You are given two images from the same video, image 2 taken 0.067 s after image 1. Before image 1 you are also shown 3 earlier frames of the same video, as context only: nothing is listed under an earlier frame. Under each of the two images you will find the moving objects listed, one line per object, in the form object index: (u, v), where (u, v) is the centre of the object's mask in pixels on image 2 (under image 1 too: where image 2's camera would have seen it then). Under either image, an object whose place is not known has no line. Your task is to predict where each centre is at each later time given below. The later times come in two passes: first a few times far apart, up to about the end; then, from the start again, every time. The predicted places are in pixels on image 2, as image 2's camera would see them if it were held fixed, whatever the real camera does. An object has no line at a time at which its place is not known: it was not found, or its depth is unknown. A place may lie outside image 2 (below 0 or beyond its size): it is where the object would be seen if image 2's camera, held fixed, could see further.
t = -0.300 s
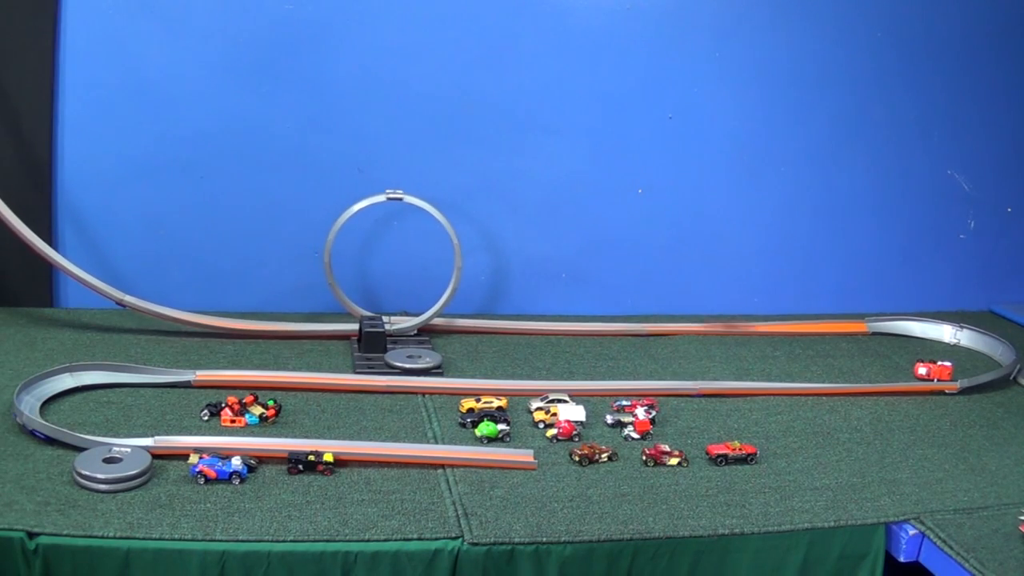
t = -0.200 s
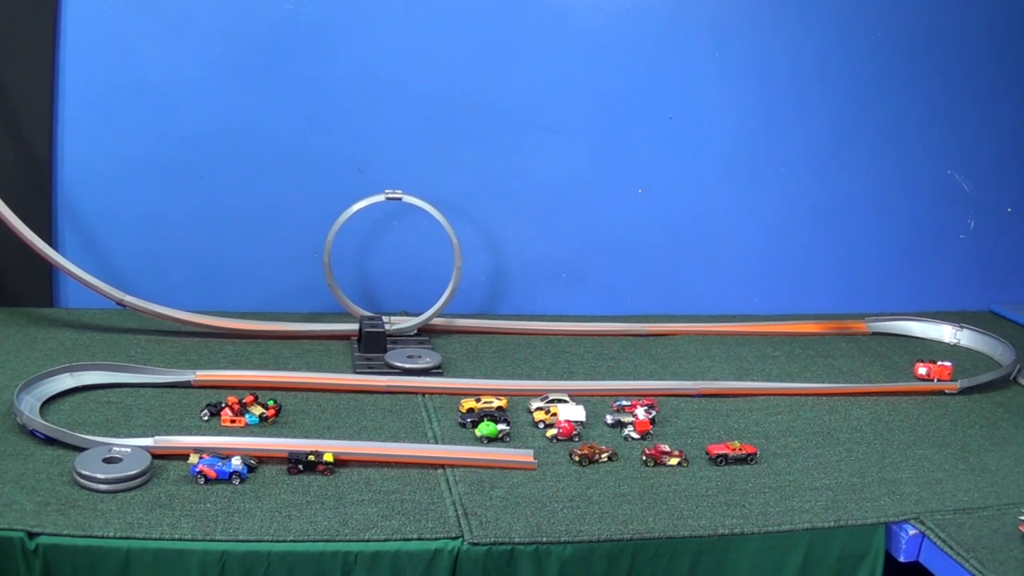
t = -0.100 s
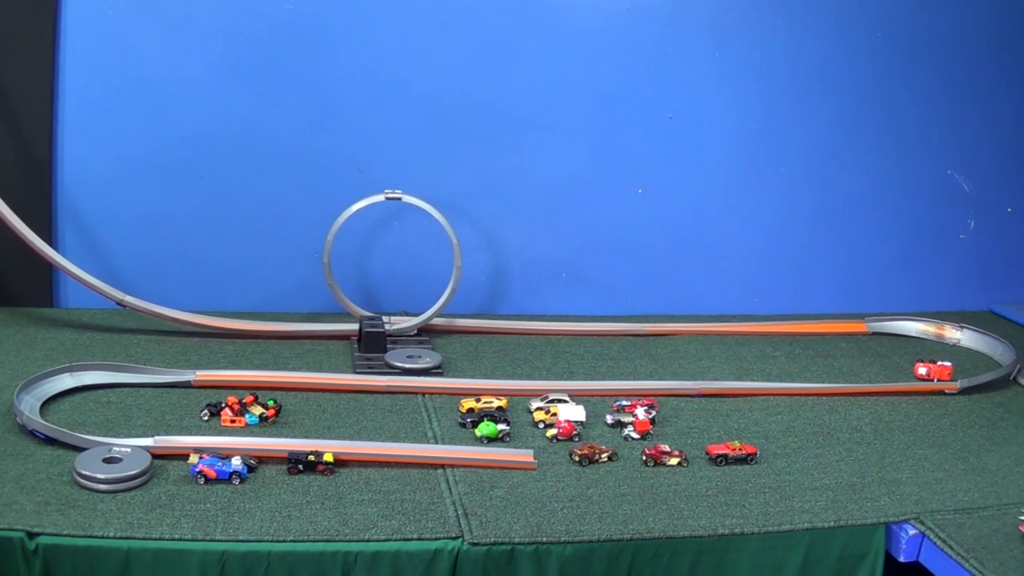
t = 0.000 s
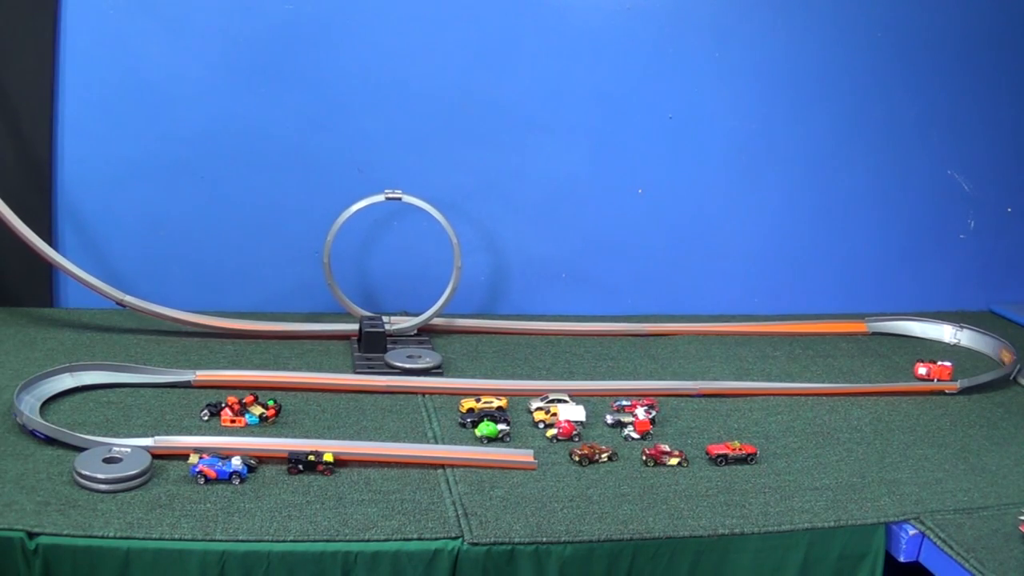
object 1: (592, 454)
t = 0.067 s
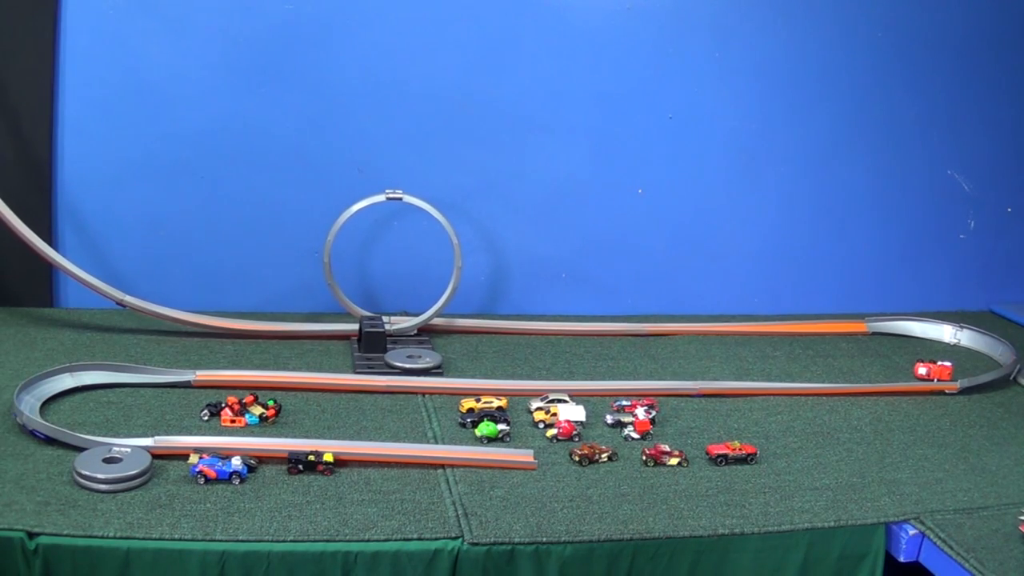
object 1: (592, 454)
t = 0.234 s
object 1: (592, 454)
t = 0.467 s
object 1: (592, 454)
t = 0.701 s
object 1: (592, 454)
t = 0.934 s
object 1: (592, 454)
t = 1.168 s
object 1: (592, 454)
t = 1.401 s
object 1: (592, 454)
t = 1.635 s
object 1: (592, 454)
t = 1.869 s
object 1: (592, 454)
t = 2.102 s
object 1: (592, 454)
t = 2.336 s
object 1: (607, 452)
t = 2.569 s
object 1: (627, 447)
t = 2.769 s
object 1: (626, 447)
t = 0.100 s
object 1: (592, 454)
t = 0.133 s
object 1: (592, 454)
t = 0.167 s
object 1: (592, 454)
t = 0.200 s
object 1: (592, 454)
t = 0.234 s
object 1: (592, 454)
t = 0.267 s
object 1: (592, 454)
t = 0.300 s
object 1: (592, 454)
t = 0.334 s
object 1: (592, 454)
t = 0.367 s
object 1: (592, 454)
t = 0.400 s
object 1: (592, 454)
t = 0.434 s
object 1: (592, 454)
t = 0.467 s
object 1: (592, 454)
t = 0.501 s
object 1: (592, 454)
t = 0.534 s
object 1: (592, 454)
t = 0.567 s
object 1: (592, 454)
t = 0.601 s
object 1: (592, 454)
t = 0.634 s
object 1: (592, 454)
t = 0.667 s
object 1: (592, 454)
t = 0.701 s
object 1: (592, 454)
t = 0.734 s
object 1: (592, 454)
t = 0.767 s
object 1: (592, 454)
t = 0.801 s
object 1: (592, 454)
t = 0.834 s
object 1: (592, 454)
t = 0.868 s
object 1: (592, 454)
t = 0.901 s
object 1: (592, 454)
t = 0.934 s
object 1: (592, 454)
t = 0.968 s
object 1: (592, 454)
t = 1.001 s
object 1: (592, 454)
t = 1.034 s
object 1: (592, 454)
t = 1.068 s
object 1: (592, 454)
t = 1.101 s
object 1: (592, 454)
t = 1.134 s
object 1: (592, 454)
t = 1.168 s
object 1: (592, 454)
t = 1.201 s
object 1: (592, 454)
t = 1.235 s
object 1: (592, 454)
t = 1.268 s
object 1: (592, 454)
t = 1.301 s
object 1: (592, 454)
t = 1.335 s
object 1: (592, 454)
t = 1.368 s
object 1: (592, 454)
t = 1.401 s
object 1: (592, 454)
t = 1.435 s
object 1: (592, 454)
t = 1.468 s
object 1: (592, 454)
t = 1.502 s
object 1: (592, 454)
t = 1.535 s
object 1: (592, 454)
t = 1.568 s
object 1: (592, 454)
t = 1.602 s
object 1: (592, 454)
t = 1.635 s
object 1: (592, 454)
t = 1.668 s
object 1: (592, 454)
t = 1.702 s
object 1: (592, 454)
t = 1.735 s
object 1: (592, 454)
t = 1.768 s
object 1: (592, 454)
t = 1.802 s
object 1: (592, 454)
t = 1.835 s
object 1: (592, 454)
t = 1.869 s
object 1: (592, 454)
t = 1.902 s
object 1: (592, 454)
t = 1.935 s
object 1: (592, 454)
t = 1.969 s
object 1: (592, 454)
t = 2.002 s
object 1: (592, 454)
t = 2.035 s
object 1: (592, 454)
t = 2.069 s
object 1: (592, 454)
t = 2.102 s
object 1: (592, 454)
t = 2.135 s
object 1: (592, 454)
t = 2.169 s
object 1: (592, 454)
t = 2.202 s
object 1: (592, 454)
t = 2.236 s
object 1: (592, 454)
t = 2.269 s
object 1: (594, 454)
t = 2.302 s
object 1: (601, 453)
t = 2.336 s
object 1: (607, 452)
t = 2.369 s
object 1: (612, 451)
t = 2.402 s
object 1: (618, 450)
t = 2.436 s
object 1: (620, 449)
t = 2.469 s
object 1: (622, 449)
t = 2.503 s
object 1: (624, 448)
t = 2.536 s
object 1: (626, 447)
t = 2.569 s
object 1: (627, 447)
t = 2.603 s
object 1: (627, 447)
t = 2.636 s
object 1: (627, 447)
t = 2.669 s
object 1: (626, 447)
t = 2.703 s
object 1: (626, 447)
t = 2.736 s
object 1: (626, 447)
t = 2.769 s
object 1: (626, 447)
